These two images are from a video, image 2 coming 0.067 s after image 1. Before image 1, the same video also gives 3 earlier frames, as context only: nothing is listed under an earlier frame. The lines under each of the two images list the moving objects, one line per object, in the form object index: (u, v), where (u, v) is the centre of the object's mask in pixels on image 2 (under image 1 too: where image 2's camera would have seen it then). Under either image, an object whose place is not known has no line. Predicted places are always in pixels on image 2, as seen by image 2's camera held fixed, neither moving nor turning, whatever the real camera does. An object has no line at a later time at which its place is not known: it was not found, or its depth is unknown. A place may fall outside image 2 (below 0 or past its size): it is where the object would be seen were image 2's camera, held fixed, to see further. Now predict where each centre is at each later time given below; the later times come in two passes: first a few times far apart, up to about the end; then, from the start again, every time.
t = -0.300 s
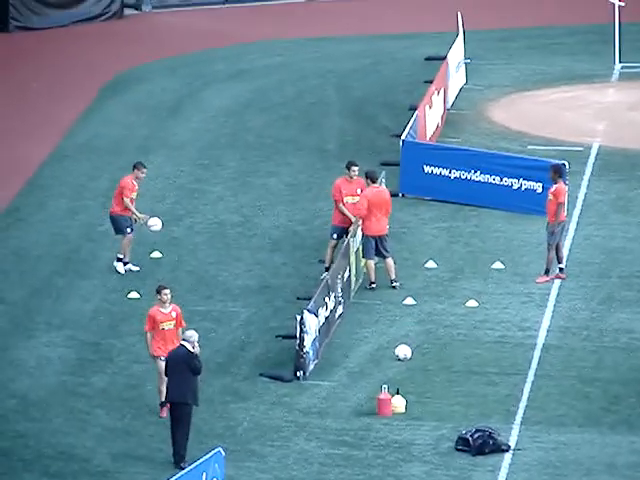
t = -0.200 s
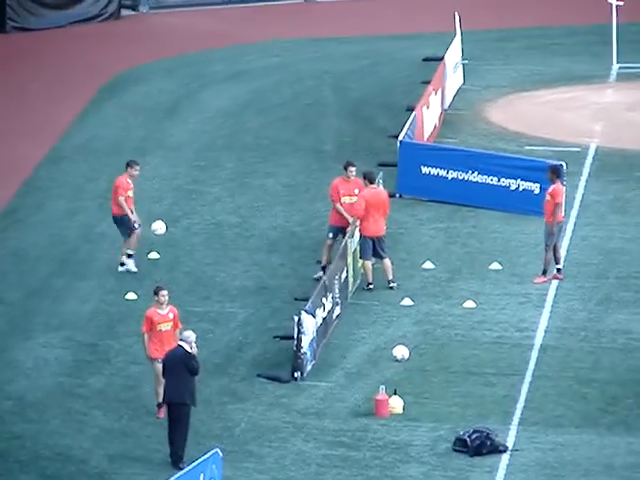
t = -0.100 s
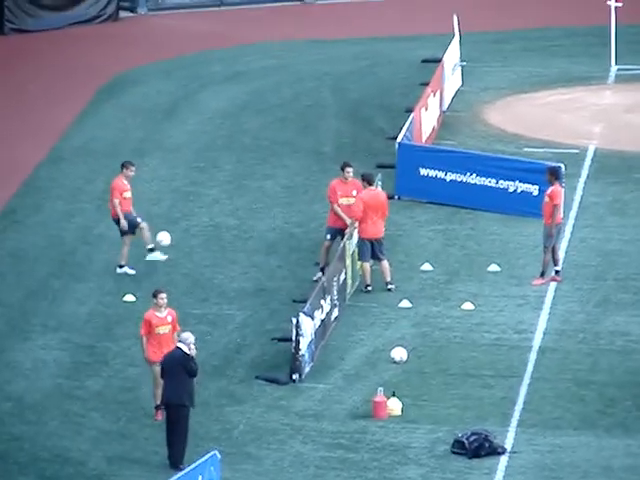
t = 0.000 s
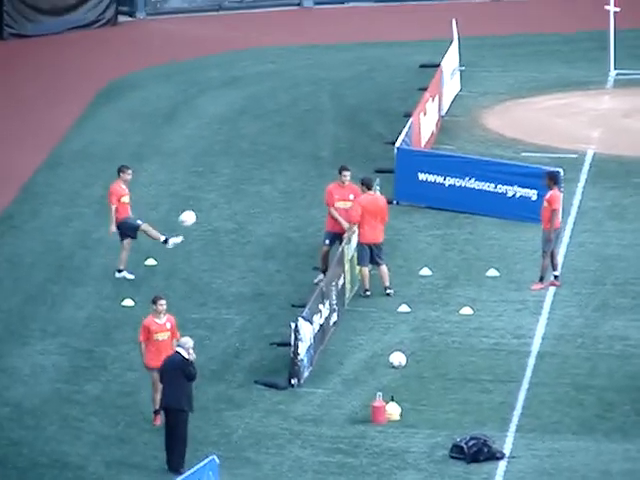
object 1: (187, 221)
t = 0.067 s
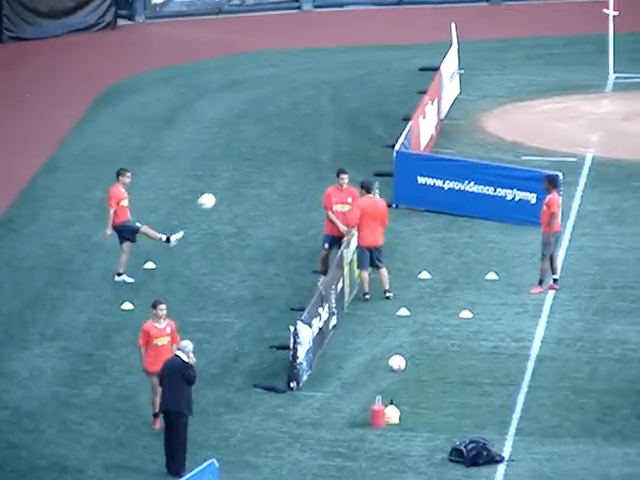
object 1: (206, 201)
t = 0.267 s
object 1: (265, 158)
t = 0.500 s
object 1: (332, 141)
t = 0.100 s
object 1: (216, 192)
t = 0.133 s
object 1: (226, 183)
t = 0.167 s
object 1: (235, 176)
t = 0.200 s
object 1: (245, 169)
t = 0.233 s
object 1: (255, 163)
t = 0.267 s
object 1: (265, 158)
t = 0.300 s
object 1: (275, 153)
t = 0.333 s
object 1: (284, 149)
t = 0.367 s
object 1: (294, 146)
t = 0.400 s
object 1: (303, 144)
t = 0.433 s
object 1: (313, 142)
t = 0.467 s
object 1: (322, 141)
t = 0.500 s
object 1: (332, 141)
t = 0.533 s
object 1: (341, 142)
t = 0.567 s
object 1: (351, 143)
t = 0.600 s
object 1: (360, 145)
